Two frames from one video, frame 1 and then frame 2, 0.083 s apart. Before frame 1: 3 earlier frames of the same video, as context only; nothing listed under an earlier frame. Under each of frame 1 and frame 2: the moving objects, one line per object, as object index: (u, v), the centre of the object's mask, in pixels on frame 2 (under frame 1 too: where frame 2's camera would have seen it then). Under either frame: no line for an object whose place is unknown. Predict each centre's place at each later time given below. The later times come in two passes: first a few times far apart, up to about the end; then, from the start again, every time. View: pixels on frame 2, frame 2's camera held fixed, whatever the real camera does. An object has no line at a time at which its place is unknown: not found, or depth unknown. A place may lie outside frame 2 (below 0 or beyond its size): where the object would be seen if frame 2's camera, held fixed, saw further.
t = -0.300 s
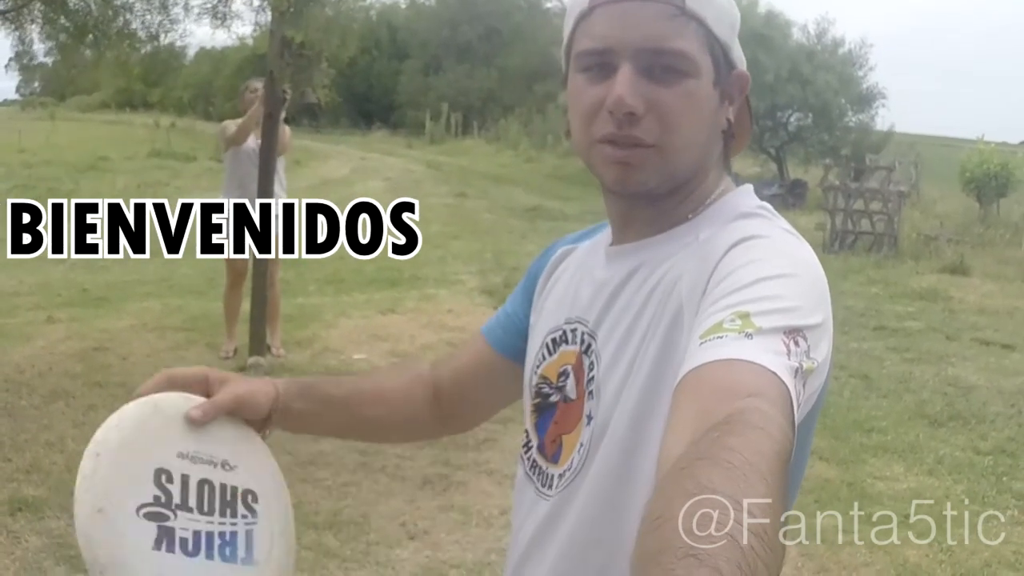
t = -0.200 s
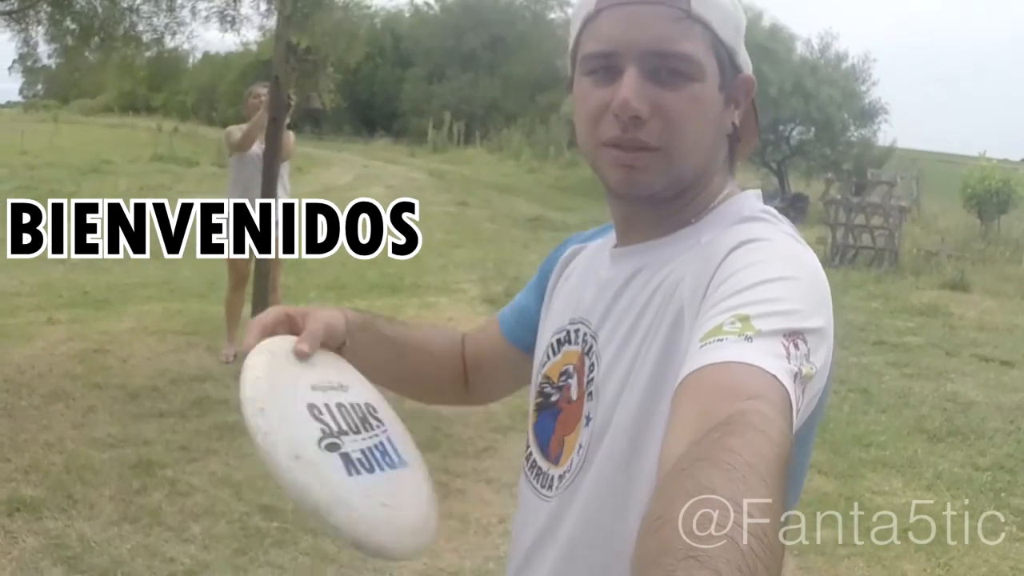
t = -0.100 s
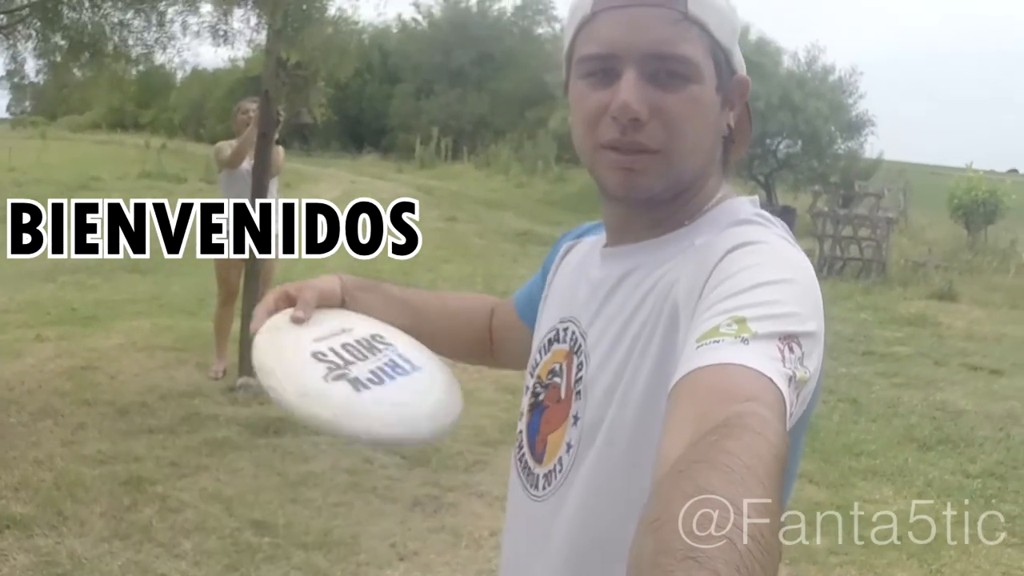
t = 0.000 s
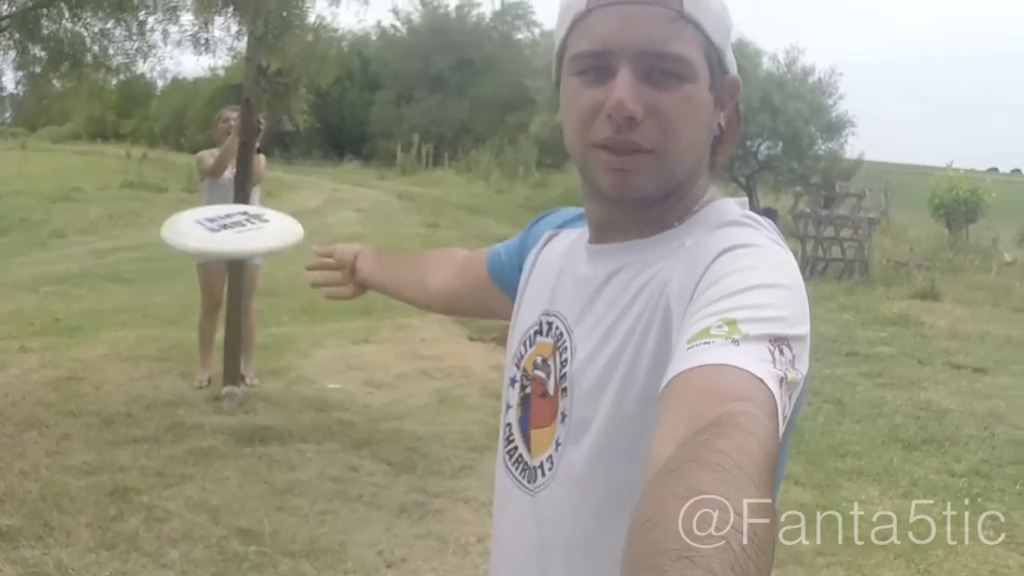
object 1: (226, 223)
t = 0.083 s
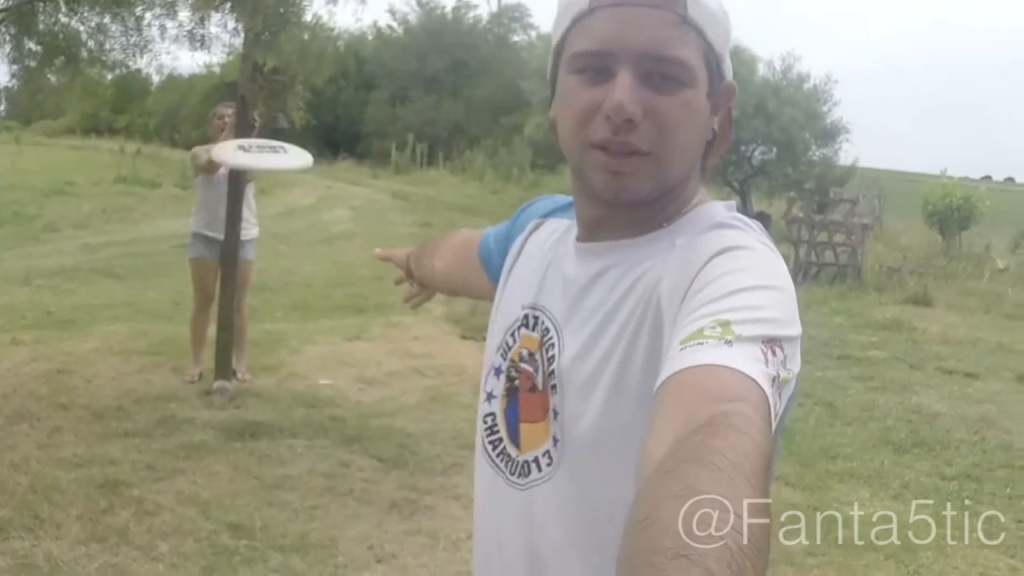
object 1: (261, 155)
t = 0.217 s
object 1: (290, 116)
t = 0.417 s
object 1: (302, 101)
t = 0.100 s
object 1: (267, 147)
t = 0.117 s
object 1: (272, 140)
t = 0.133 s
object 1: (276, 135)
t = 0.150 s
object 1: (280, 129)
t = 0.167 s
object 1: (283, 125)
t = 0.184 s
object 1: (286, 121)
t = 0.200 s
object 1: (288, 118)
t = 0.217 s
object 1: (290, 116)
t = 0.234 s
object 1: (294, 113)
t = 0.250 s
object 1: (295, 110)
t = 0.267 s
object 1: (296, 107)
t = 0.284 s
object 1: (297, 105)
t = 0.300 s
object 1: (297, 105)
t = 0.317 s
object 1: (297, 104)
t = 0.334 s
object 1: (299, 103)
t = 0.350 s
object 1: (299, 103)
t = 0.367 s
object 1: (300, 101)
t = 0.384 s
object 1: (300, 101)
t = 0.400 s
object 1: (301, 101)
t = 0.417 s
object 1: (302, 101)
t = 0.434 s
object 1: (304, 101)
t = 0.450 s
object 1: (304, 104)
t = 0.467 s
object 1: (303, 106)
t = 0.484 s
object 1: (303, 109)
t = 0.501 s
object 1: (303, 113)
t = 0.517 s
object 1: (303, 117)
